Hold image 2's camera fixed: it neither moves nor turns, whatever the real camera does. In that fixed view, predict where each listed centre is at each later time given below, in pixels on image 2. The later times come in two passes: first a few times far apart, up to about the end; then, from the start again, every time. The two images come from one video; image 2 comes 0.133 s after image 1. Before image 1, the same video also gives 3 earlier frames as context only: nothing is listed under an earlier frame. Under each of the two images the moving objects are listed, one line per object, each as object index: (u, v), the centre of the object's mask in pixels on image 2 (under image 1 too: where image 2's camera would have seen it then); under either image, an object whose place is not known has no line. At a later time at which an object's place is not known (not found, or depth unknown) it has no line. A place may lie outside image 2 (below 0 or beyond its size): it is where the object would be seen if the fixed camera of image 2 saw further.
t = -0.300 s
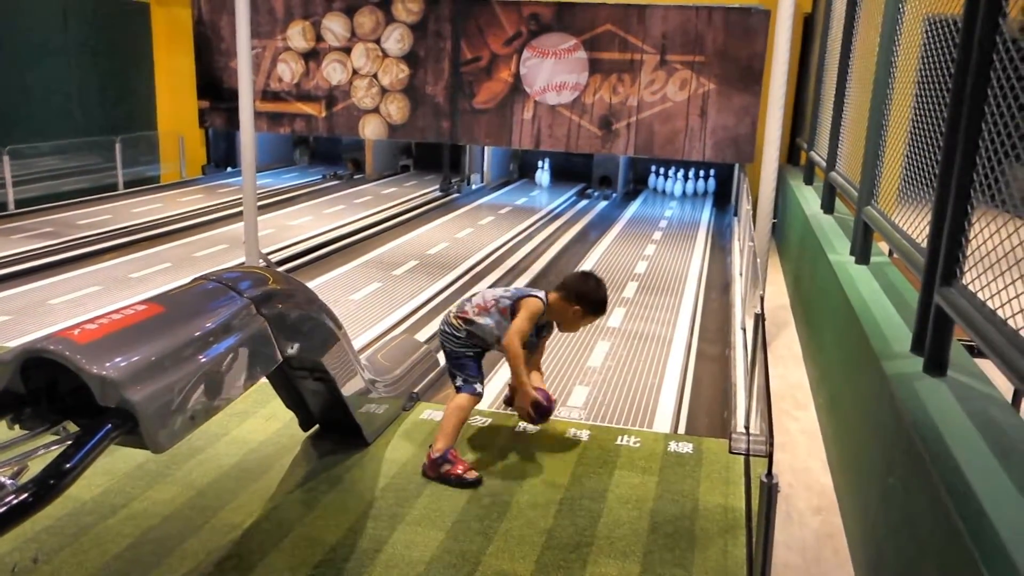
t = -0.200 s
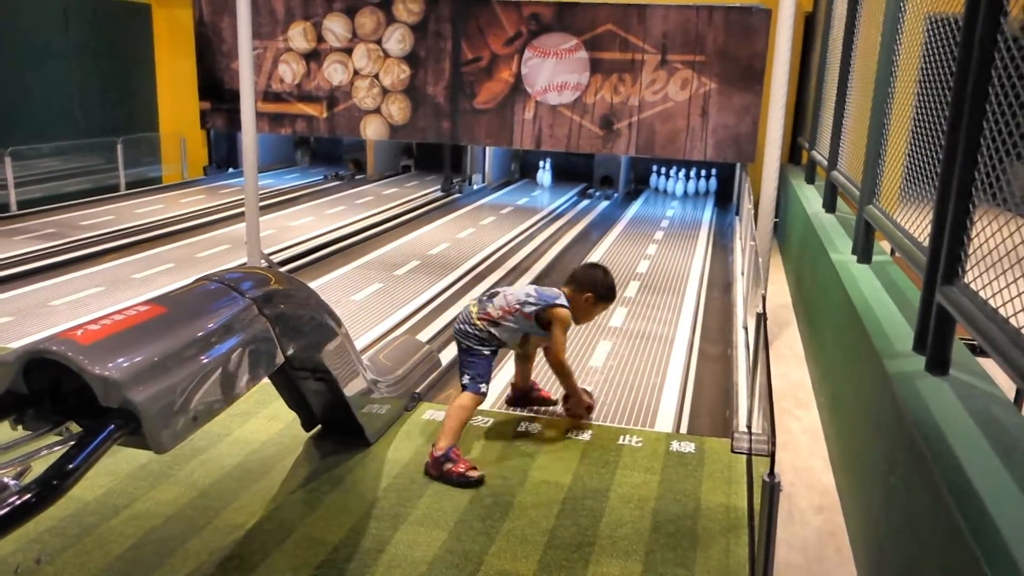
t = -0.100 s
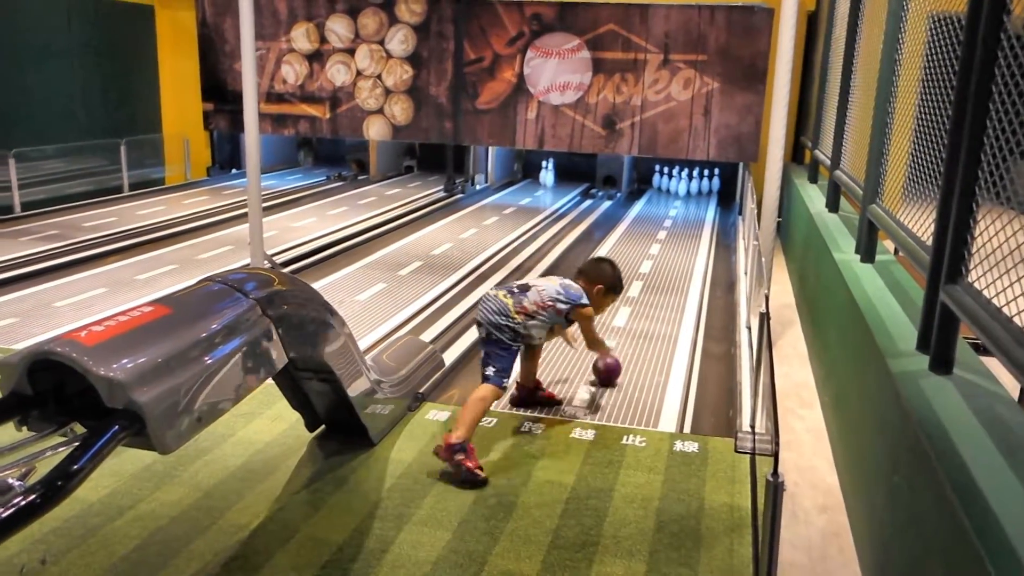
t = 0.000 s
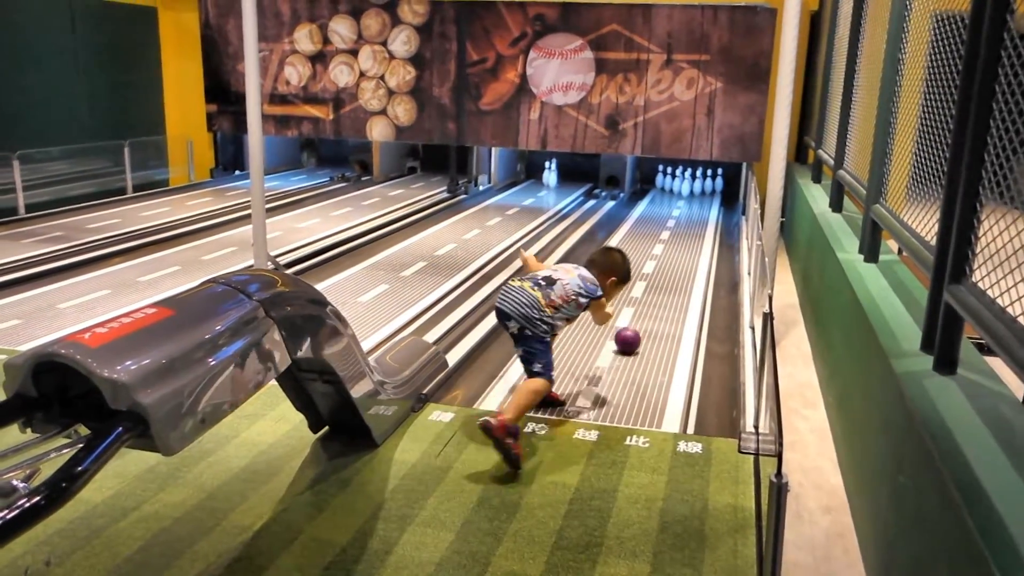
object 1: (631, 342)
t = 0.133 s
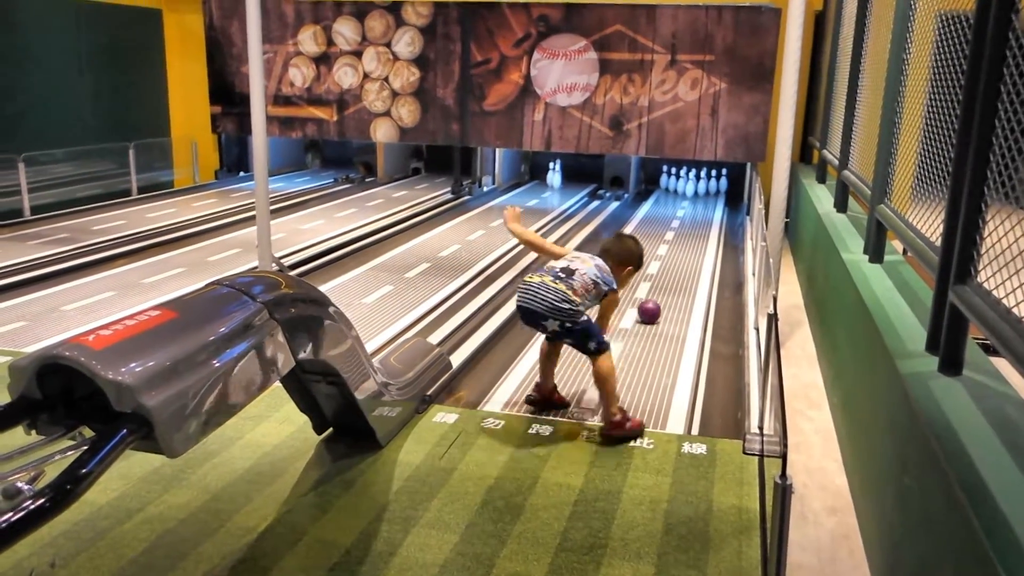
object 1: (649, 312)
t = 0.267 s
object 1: (662, 290)
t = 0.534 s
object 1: (681, 260)
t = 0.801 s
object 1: (694, 237)
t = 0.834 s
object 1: (696, 235)
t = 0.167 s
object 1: (652, 306)
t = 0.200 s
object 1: (656, 301)
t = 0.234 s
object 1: (659, 295)
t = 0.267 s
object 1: (662, 290)
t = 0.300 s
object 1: (665, 286)
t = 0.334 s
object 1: (667, 281)
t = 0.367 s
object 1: (670, 278)
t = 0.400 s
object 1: (672, 273)
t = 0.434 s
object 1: (674, 270)
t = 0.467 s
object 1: (676, 266)
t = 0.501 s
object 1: (678, 263)
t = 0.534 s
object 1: (681, 260)
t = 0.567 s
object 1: (682, 256)
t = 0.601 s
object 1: (684, 253)
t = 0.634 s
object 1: (686, 250)
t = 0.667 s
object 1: (688, 247)
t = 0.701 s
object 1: (690, 245)
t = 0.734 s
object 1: (691, 242)
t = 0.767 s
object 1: (693, 240)
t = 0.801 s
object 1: (694, 237)
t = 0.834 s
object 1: (696, 235)
